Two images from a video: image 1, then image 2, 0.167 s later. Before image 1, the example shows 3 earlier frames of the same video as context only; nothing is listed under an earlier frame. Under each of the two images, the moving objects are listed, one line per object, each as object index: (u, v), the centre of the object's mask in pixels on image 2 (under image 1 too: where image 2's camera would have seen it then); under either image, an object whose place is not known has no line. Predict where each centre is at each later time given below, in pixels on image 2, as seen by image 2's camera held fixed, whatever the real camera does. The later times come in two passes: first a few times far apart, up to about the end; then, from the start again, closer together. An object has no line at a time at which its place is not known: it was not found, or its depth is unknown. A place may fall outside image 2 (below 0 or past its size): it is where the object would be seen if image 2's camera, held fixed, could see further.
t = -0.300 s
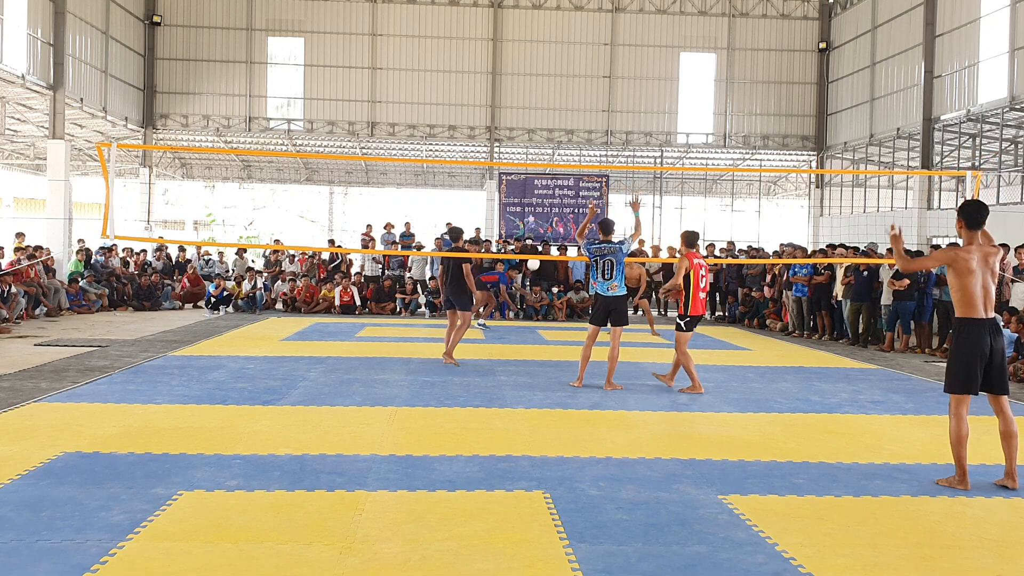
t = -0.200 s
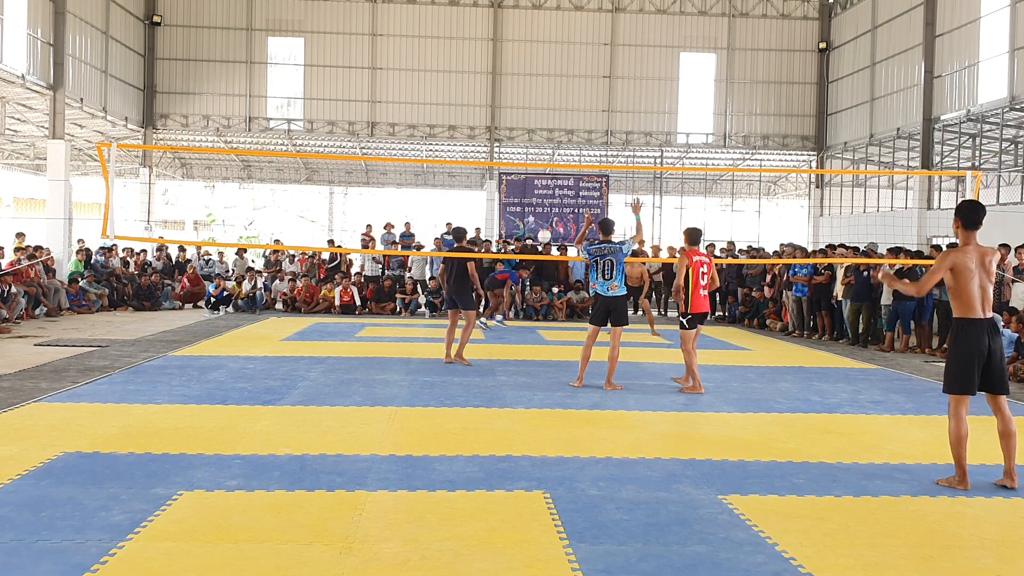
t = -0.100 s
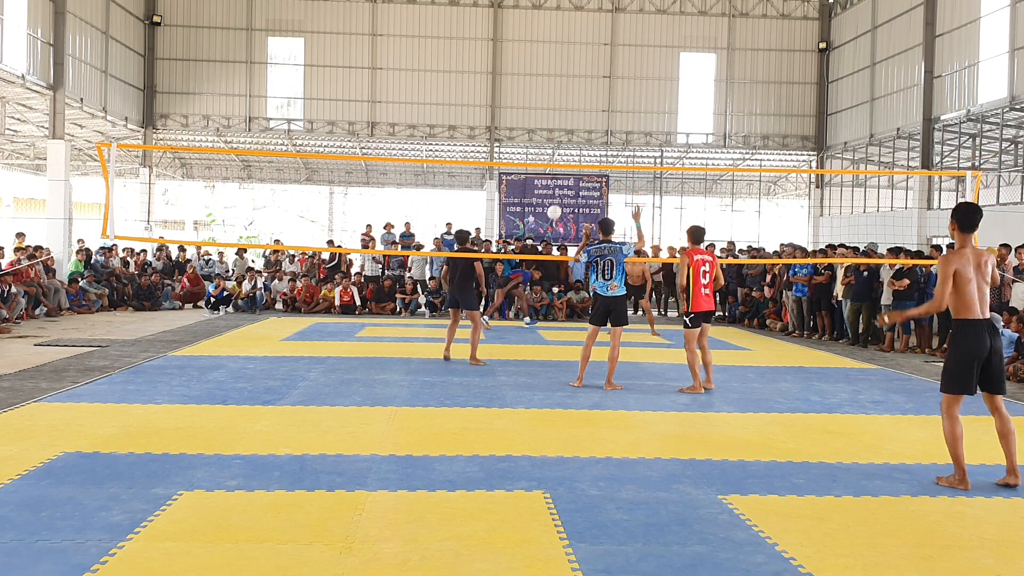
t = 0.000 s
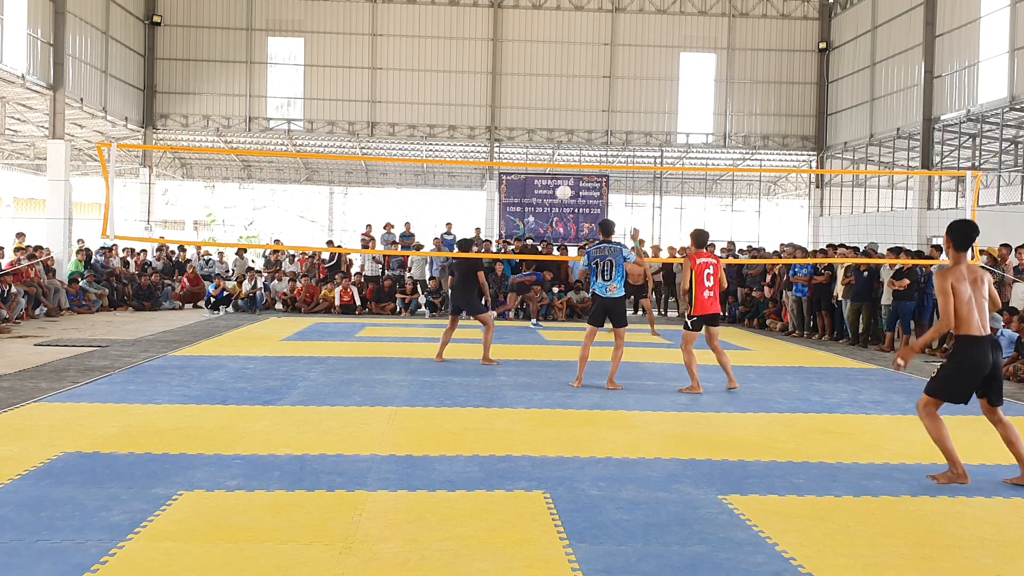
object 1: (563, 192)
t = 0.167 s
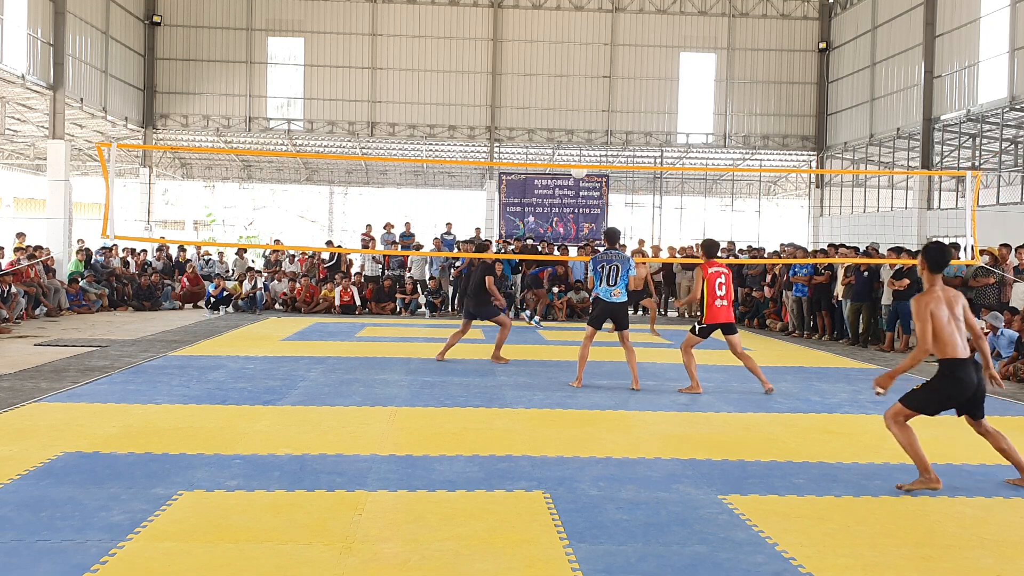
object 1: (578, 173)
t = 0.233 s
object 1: (582, 164)
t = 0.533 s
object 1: (612, 187)
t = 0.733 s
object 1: (623, 228)
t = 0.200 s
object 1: (581, 172)
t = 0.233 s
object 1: (582, 164)
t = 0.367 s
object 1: (595, 165)
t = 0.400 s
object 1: (598, 170)
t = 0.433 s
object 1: (601, 175)
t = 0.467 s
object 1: (604, 178)
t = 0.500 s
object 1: (607, 182)
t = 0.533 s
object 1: (612, 187)
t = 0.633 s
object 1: (619, 207)
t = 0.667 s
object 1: (622, 214)
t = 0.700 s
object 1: (623, 221)
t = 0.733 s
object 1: (623, 228)
